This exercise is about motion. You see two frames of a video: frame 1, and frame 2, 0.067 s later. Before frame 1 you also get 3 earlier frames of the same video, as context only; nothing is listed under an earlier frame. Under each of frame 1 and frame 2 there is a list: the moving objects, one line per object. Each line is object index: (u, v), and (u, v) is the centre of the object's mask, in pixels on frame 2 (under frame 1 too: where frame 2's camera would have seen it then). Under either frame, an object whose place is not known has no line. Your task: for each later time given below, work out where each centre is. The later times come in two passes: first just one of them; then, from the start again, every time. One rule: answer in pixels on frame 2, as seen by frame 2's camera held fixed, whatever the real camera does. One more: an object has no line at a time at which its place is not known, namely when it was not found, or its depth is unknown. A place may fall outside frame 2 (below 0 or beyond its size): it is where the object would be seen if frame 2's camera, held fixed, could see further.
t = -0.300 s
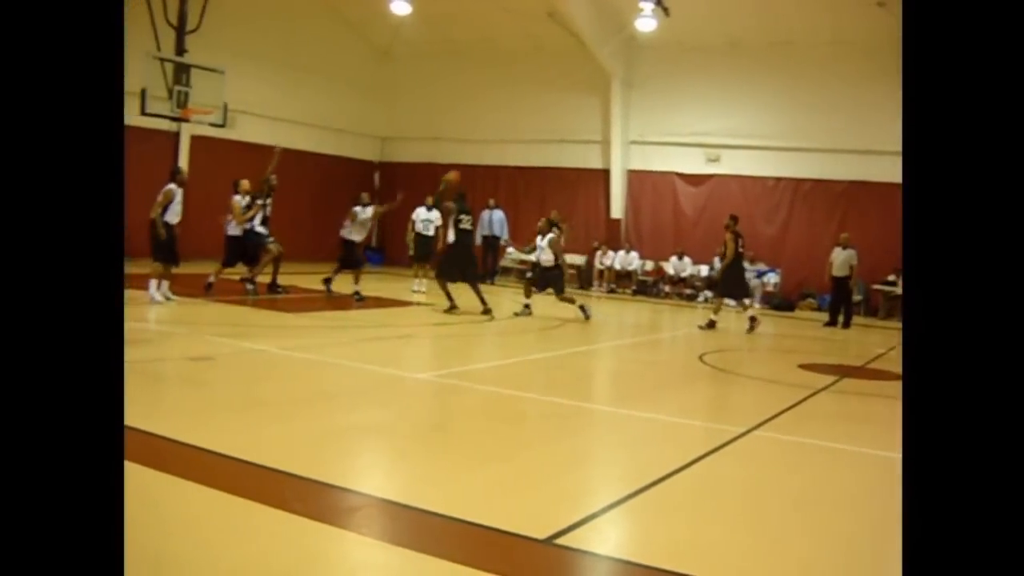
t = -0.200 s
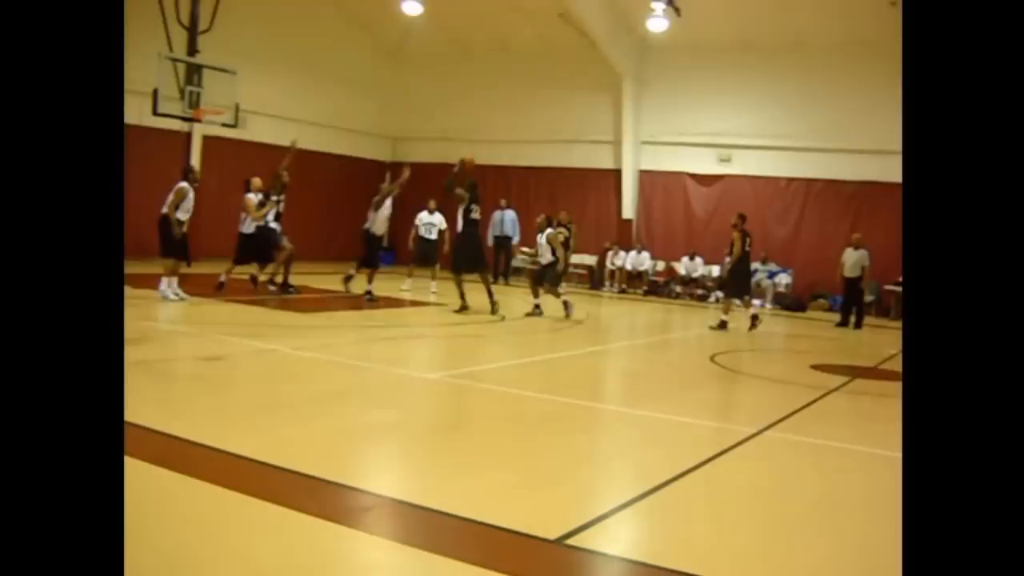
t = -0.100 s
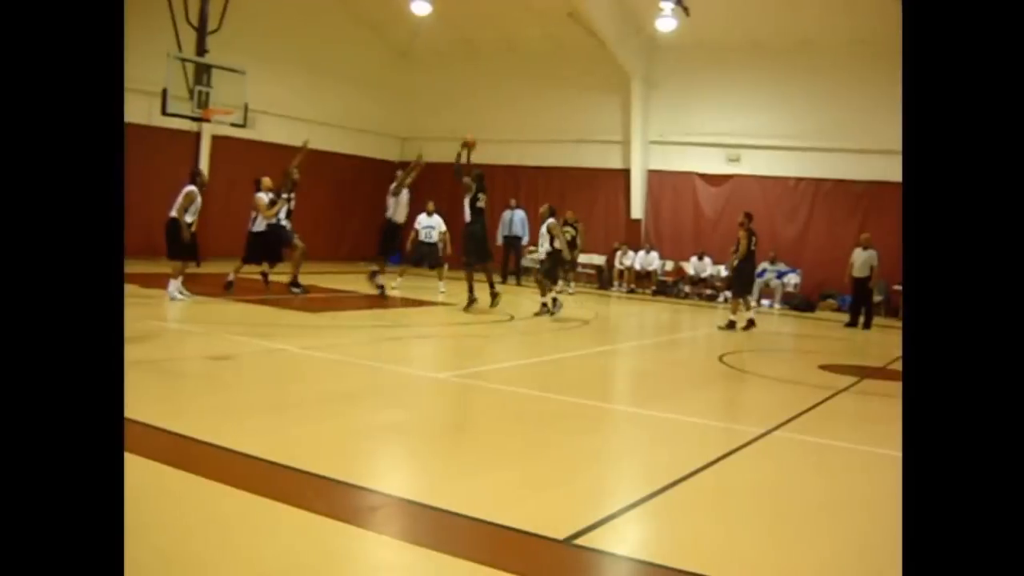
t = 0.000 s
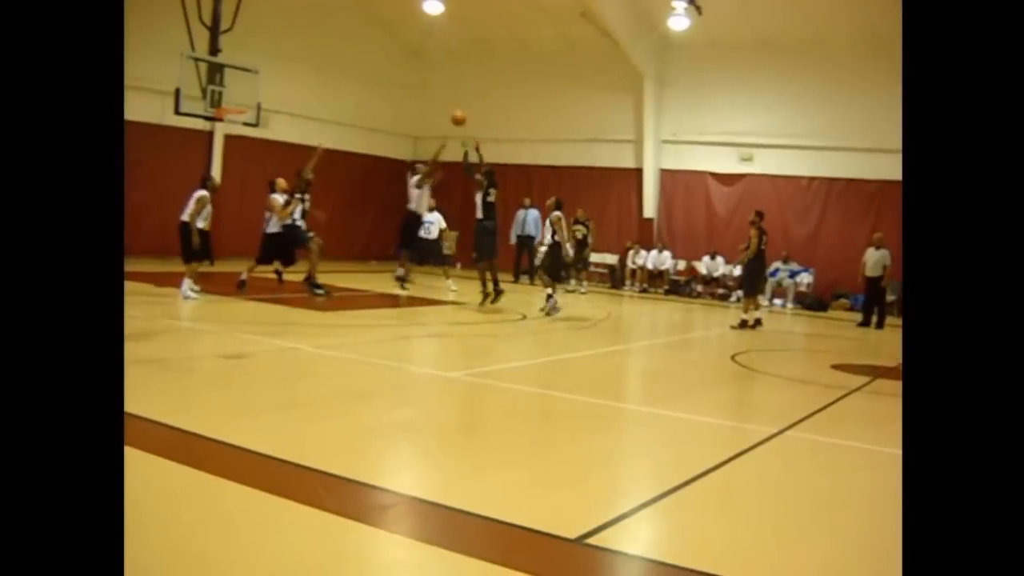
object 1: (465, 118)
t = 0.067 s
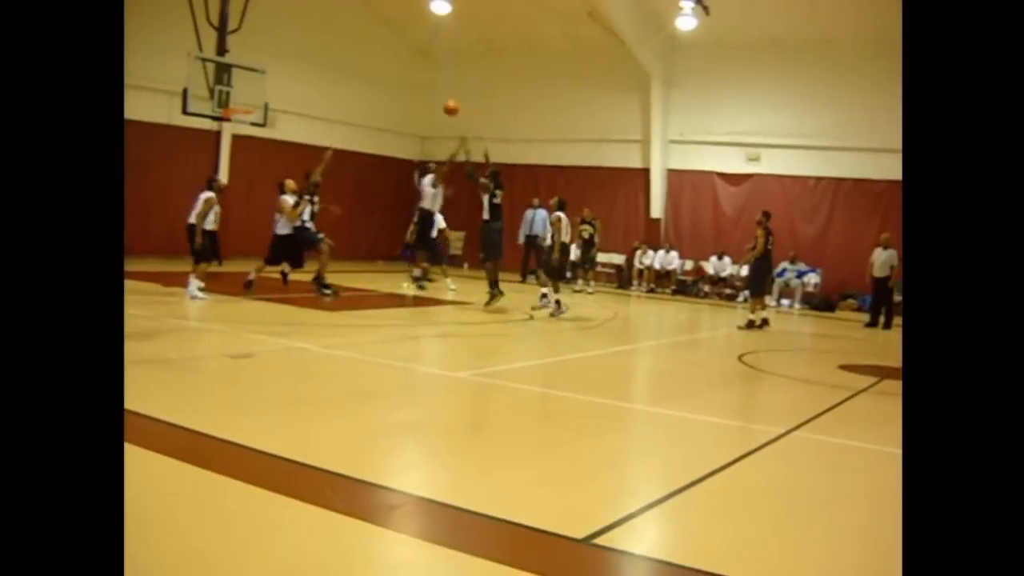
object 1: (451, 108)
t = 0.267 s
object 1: (406, 93)
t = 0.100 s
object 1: (443, 103)
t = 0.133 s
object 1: (435, 100)
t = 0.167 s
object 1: (428, 97)
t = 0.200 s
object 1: (421, 95)
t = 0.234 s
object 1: (413, 93)
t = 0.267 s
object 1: (406, 93)
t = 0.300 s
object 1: (399, 93)
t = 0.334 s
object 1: (391, 93)
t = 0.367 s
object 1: (384, 95)
